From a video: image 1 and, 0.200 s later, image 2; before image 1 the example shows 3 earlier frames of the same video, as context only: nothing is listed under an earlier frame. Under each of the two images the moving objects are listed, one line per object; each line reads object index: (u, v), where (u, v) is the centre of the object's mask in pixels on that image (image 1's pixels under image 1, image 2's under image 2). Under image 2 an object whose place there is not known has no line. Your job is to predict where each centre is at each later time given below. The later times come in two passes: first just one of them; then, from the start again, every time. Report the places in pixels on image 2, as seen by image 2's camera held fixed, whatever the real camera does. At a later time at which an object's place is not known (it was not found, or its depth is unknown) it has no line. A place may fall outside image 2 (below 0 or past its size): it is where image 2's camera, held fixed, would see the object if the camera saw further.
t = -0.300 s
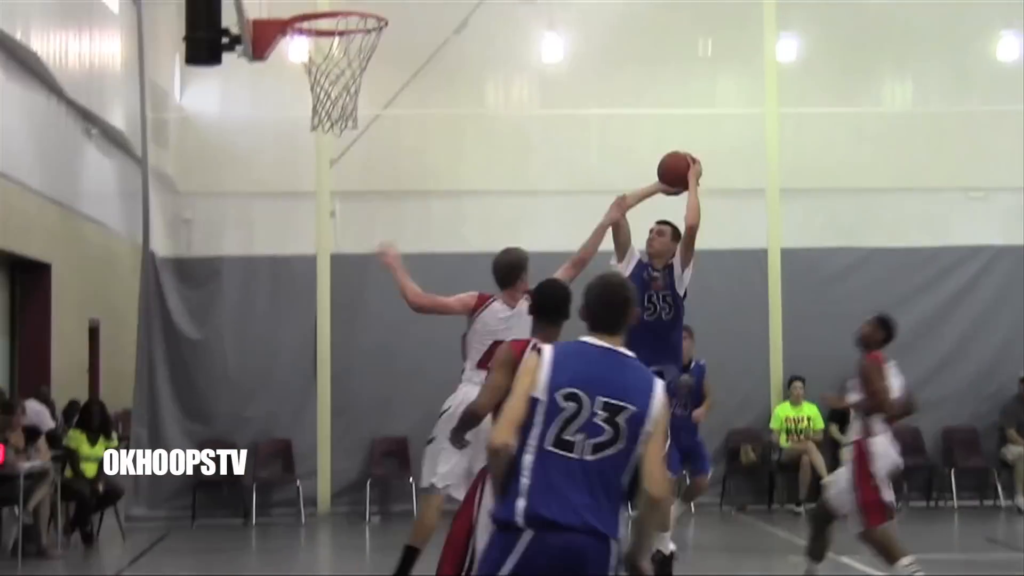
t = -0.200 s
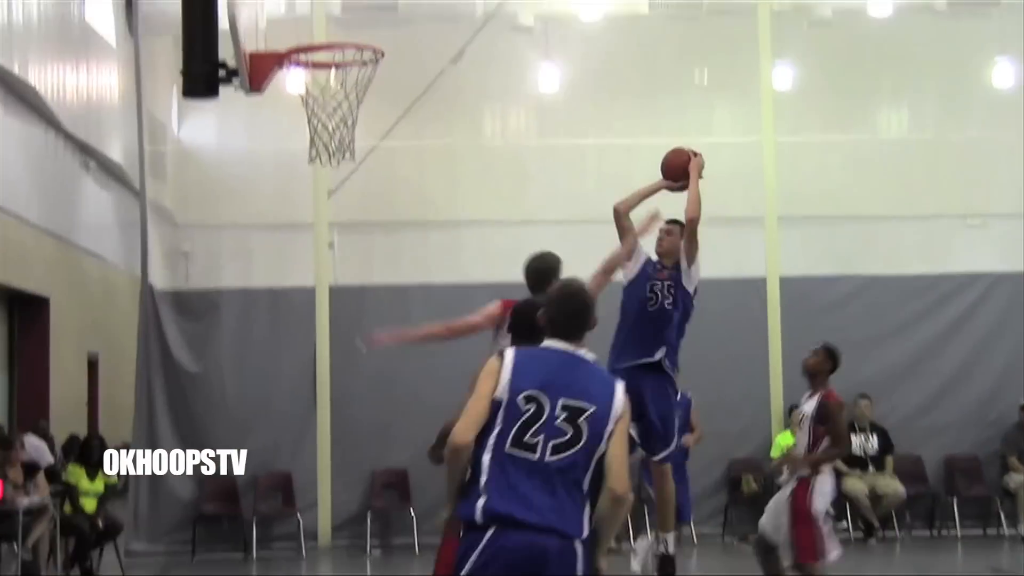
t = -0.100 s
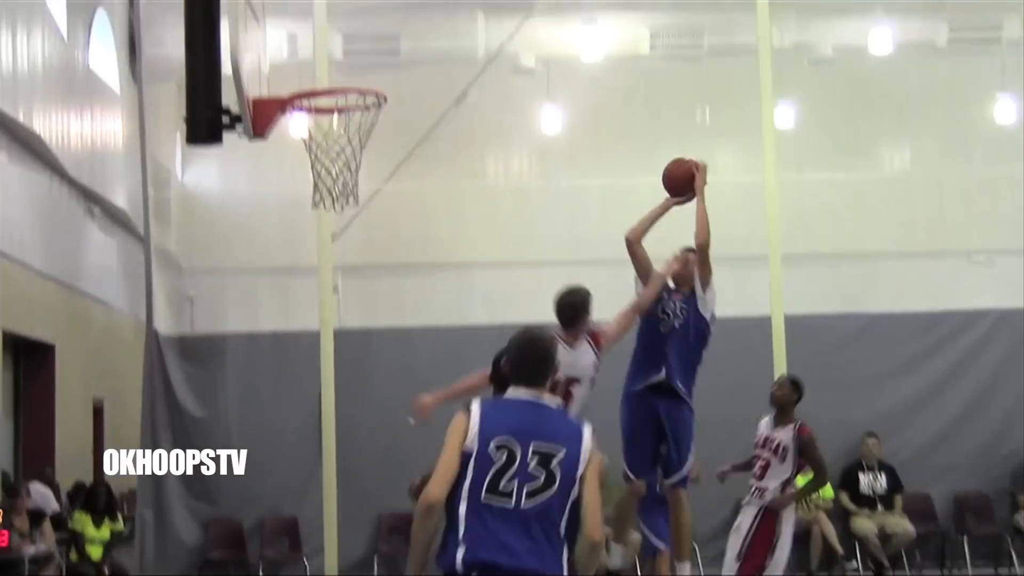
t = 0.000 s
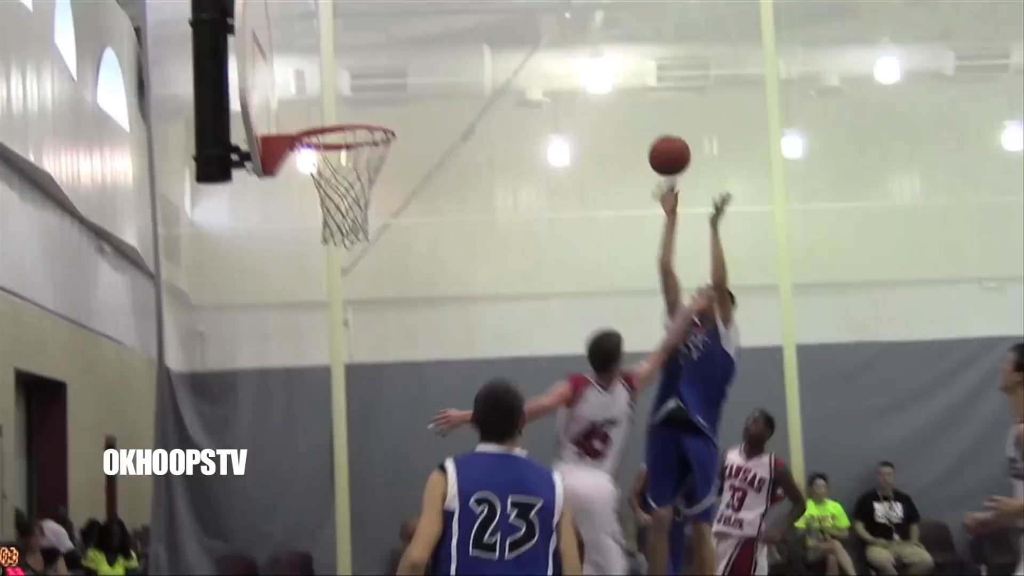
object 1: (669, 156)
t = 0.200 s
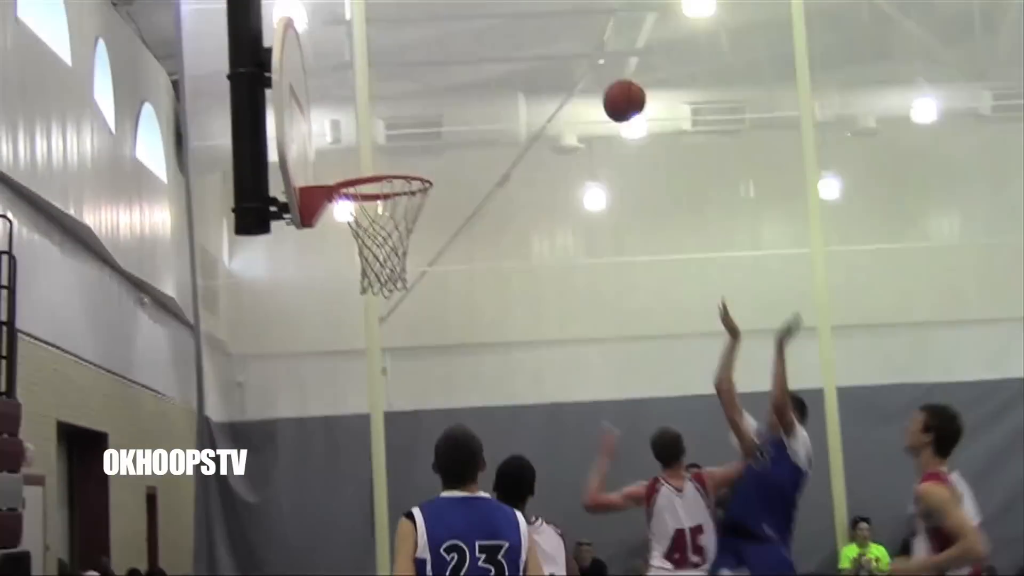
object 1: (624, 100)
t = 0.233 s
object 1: (610, 90)
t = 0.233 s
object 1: (610, 90)
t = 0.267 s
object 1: (596, 82)
